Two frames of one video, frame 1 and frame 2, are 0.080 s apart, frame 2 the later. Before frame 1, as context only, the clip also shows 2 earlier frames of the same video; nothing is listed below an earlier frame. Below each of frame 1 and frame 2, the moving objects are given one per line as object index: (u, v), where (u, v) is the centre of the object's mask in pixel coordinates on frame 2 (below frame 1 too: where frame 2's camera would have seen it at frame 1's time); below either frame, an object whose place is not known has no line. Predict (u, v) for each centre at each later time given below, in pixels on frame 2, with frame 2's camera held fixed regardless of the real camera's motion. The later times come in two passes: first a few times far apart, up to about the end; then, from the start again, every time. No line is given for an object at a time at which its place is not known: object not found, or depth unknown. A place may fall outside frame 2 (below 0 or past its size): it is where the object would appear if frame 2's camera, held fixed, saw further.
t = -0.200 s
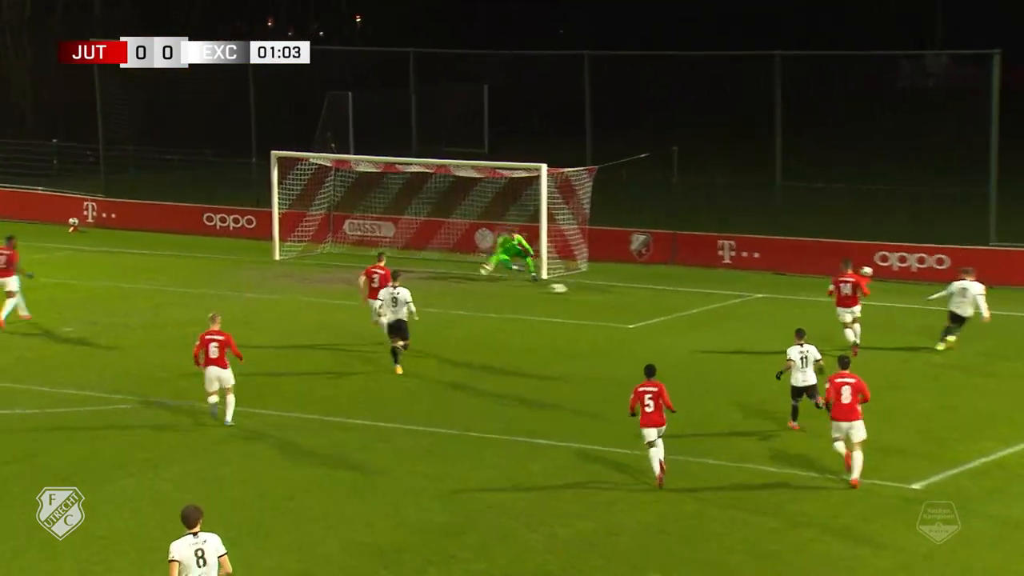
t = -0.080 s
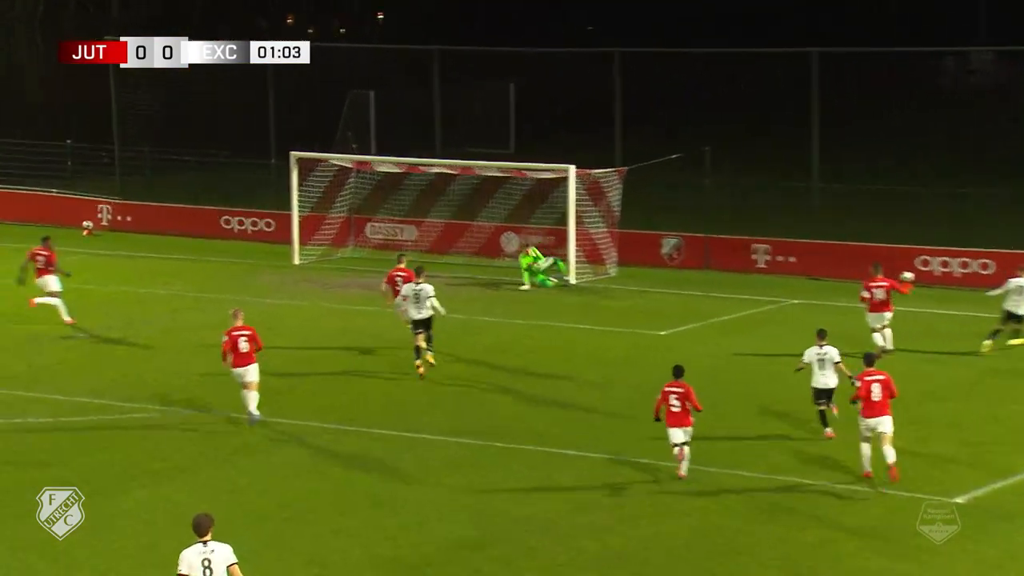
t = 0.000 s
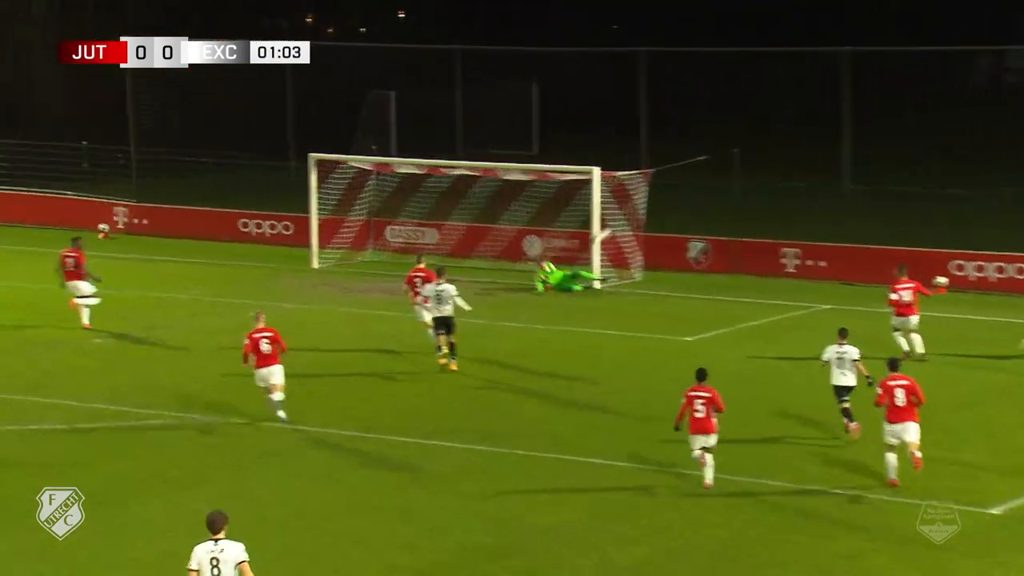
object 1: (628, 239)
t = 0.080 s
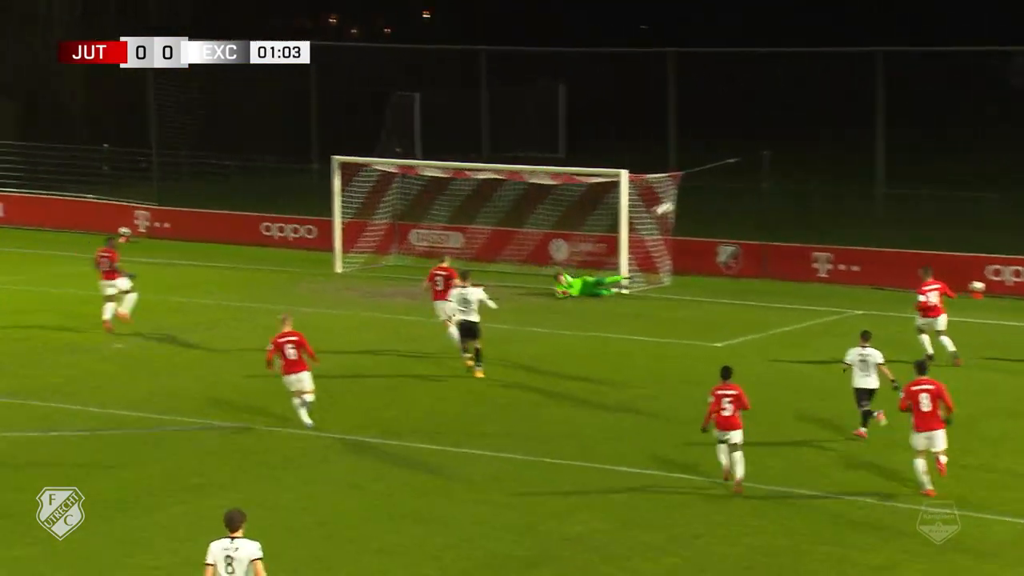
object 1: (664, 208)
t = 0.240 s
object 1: (733, 156)
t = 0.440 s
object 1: (818, 104)
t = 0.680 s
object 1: (910, 66)
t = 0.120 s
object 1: (682, 194)
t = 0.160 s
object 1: (697, 181)
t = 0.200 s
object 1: (715, 168)
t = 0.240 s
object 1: (733, 156)
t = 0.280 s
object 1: (750, 144)
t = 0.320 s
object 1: (767, 133)
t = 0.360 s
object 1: (784, 123)
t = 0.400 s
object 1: (801, 113)
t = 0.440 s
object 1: (818, 104)
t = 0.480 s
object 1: (832, 96)
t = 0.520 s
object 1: (847, 89)
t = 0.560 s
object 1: (862, 82)
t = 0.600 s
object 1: (878, 76)
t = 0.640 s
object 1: (894, 71)
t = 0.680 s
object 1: (910, 66)
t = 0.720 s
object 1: (924, 63)
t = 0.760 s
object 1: (940, 61)
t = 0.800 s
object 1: (956, 58)
